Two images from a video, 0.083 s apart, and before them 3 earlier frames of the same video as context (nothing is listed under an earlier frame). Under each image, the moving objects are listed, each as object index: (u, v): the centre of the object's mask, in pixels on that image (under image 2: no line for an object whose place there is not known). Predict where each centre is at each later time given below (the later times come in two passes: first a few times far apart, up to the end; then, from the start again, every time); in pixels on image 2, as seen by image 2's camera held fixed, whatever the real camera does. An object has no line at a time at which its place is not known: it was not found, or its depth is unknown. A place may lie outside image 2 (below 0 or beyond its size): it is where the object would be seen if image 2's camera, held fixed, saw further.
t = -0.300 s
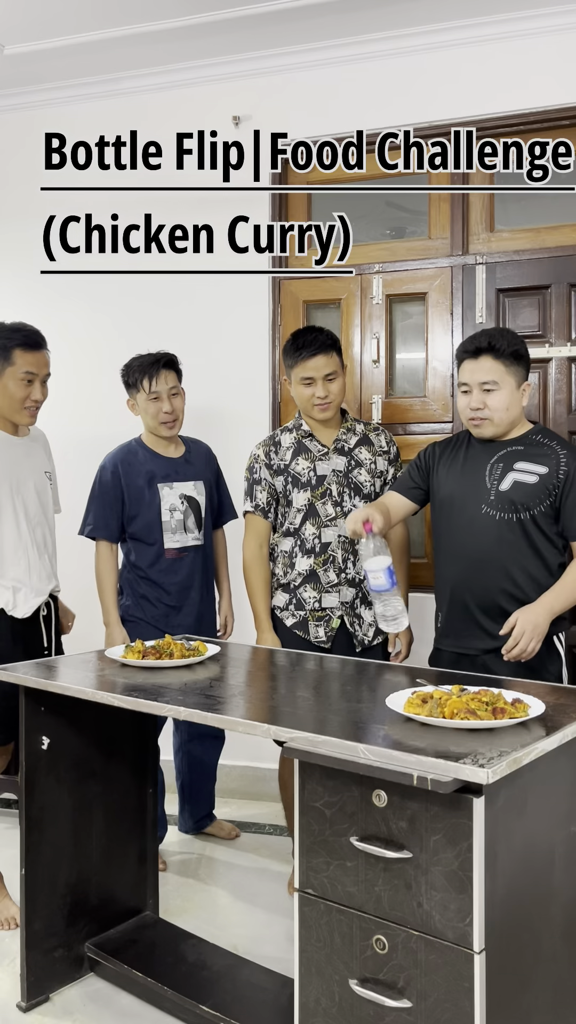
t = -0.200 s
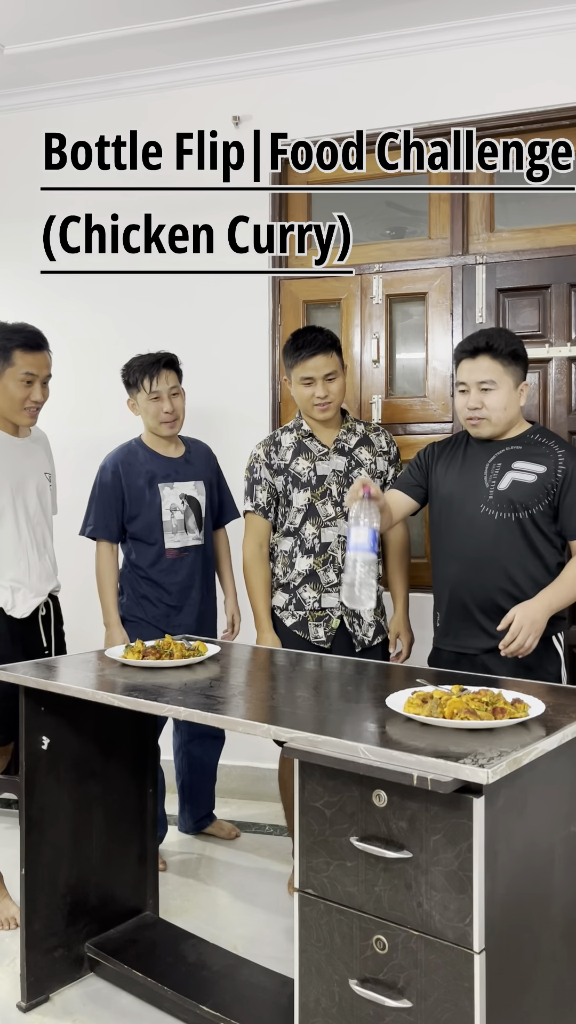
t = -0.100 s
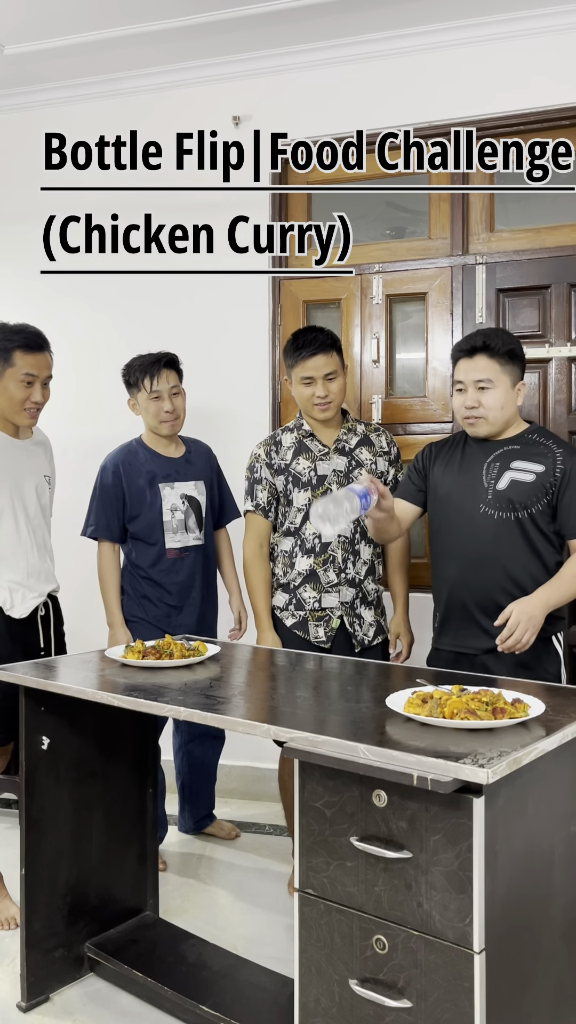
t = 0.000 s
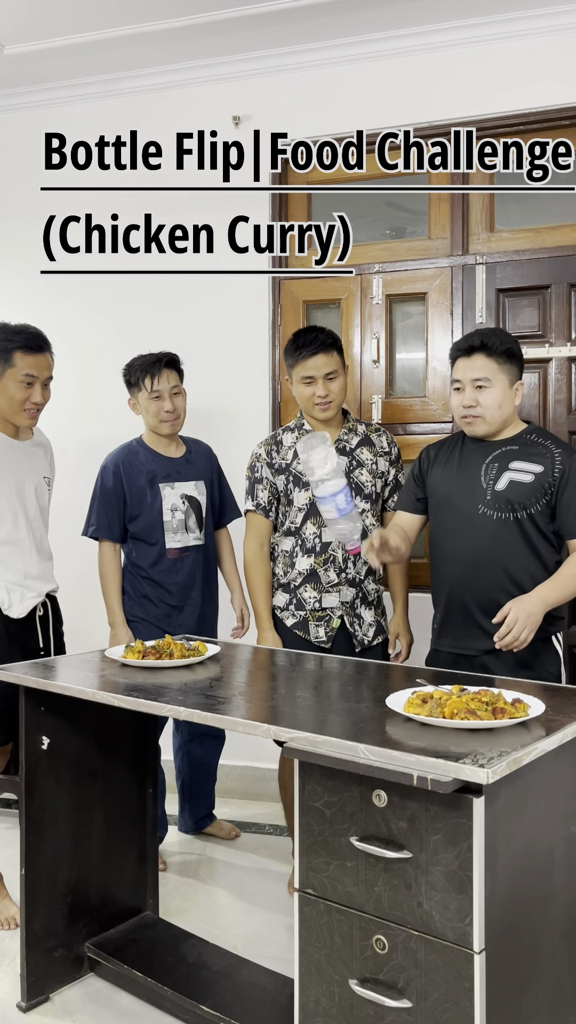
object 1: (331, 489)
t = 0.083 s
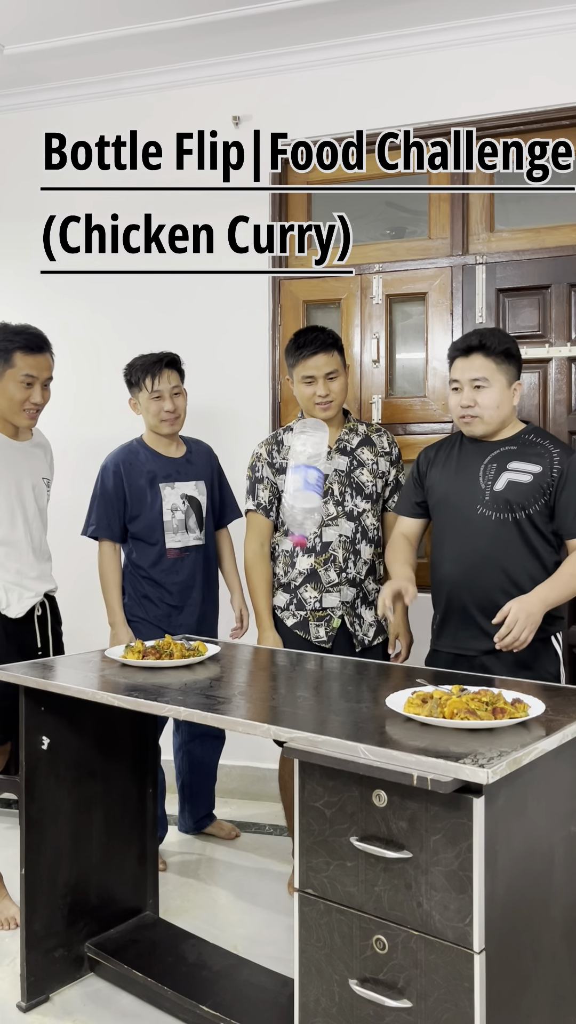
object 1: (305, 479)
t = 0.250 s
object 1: (273, 506)
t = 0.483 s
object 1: (252, 630)
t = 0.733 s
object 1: (235, 633)
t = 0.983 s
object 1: (209, 670)
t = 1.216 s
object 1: (210, 671)
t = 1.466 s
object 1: (209, 672)
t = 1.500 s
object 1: (209, 672)
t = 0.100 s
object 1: (300, 477)
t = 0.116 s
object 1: (294, 474)
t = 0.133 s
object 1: (290, 472)
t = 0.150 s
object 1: (287, 471)
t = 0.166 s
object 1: (285, 472)
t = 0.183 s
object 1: (283, 476)
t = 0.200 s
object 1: (279, 480)
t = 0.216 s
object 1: (277, 487)
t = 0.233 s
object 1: (275, 496)
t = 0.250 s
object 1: (273, 506)
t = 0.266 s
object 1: (271, 521)
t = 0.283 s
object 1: (270, 535)
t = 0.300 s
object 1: (269, 551)
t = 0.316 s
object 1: (269, 573)
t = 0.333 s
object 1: (268, 594)
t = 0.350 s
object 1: (268, 616)
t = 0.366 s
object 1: (265, 630)
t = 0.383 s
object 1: (262, 630)
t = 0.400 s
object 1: (259, 629)
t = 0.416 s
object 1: (257, 629)
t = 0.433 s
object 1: (256, 629)
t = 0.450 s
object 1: (254, 630)
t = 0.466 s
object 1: (253, 630)
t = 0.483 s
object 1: (252, 630)
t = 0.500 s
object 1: (251, 630)
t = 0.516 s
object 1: (248, 630)
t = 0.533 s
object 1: (247, 630)
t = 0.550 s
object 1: (247, 630)
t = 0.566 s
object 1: (246, 630)
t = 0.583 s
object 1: (245, 631)
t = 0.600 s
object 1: (244, 631)
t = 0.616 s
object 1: (243, 631)
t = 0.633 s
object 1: (241, 631)
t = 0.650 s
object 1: (241, 631)
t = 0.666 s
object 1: (239, 632)
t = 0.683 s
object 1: (238, 632)
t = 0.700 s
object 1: (237, 632)
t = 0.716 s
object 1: (236, 633)
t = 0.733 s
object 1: (235, 633)
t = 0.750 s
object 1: (234, 633)
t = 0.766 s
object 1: (233, 634)
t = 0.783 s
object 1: (232, 635)
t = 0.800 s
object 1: (230, 636)
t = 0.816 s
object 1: (229, 636)
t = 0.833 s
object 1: (227, 638)
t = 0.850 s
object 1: (225, 639)
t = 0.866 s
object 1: (223, 640)
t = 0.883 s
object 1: (221, 642)
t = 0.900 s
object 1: (219, 645)
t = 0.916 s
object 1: (216, 649)
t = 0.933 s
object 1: (214, 652)
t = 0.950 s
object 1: (212, 657)
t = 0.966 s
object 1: (210, 664)
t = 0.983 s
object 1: (209, 670)
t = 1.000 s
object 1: (209, 668)
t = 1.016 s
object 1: (211, 666)
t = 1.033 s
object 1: (211, 665)
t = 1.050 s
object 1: (212, 666)
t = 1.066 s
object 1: (212, 668)
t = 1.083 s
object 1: (211, 670)
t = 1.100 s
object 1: (211, 671)
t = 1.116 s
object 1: (212, 671)
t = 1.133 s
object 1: (211, 671)
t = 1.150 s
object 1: (211, 671)
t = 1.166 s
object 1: (211, 671)
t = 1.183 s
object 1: (211, 671)
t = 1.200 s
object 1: (211, 671)
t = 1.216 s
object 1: (210, 671)
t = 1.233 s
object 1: (210, 671)
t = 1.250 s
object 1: (210, 672)
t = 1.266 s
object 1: (210, 672)
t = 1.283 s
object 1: (209, 672)
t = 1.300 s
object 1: (209, 672)
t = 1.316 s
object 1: (209, 672)
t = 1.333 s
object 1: (209, 672)
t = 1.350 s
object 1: (209, 672)
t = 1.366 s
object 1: (209, 672)
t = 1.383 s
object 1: (209, 672)
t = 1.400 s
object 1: (209, 672)
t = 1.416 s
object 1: (209, 672)
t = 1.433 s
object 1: (209, 672)
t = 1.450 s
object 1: (209, 672)
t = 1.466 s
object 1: (209, 672)
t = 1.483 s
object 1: (209, 672)
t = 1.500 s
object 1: (209, 672)
